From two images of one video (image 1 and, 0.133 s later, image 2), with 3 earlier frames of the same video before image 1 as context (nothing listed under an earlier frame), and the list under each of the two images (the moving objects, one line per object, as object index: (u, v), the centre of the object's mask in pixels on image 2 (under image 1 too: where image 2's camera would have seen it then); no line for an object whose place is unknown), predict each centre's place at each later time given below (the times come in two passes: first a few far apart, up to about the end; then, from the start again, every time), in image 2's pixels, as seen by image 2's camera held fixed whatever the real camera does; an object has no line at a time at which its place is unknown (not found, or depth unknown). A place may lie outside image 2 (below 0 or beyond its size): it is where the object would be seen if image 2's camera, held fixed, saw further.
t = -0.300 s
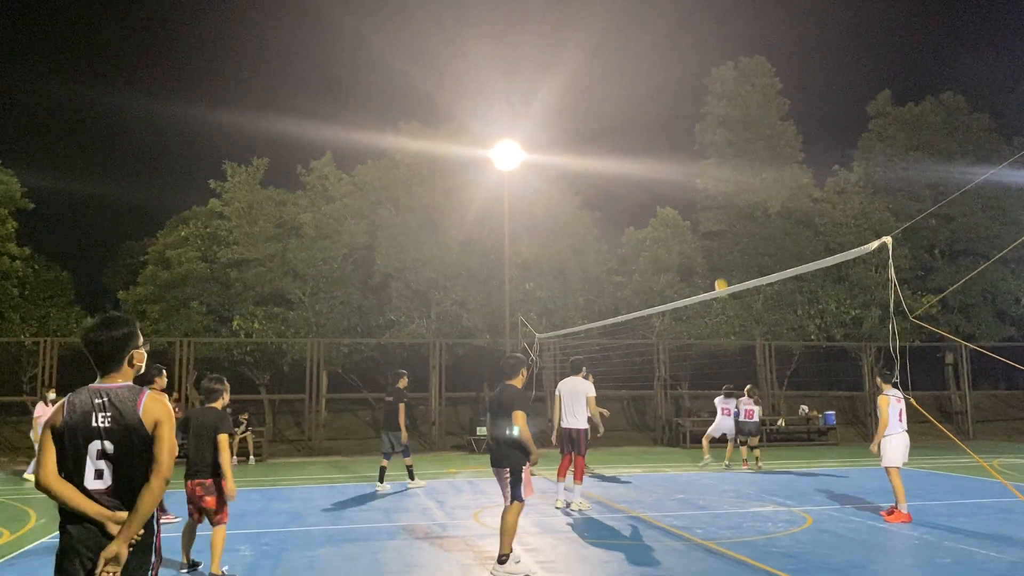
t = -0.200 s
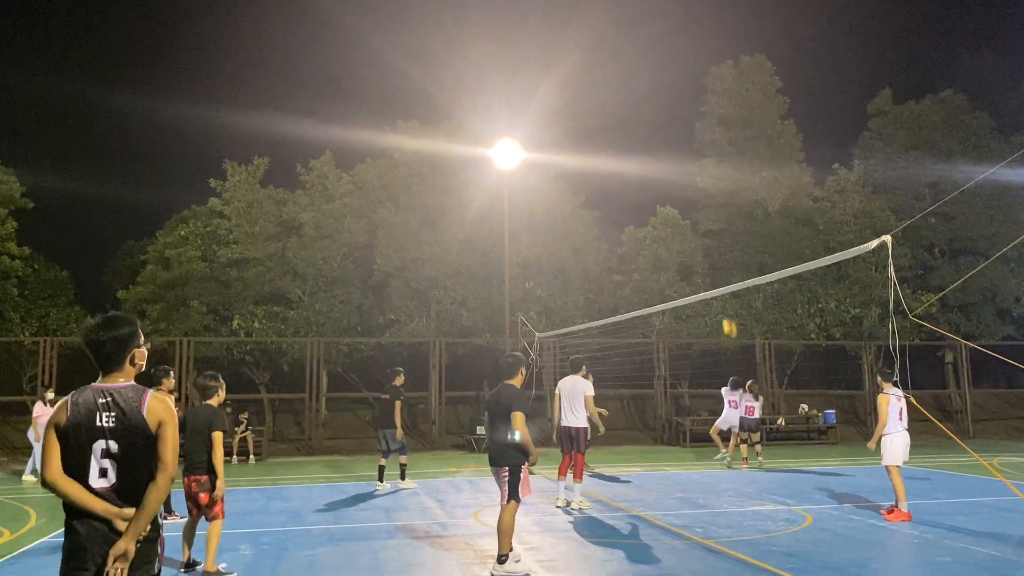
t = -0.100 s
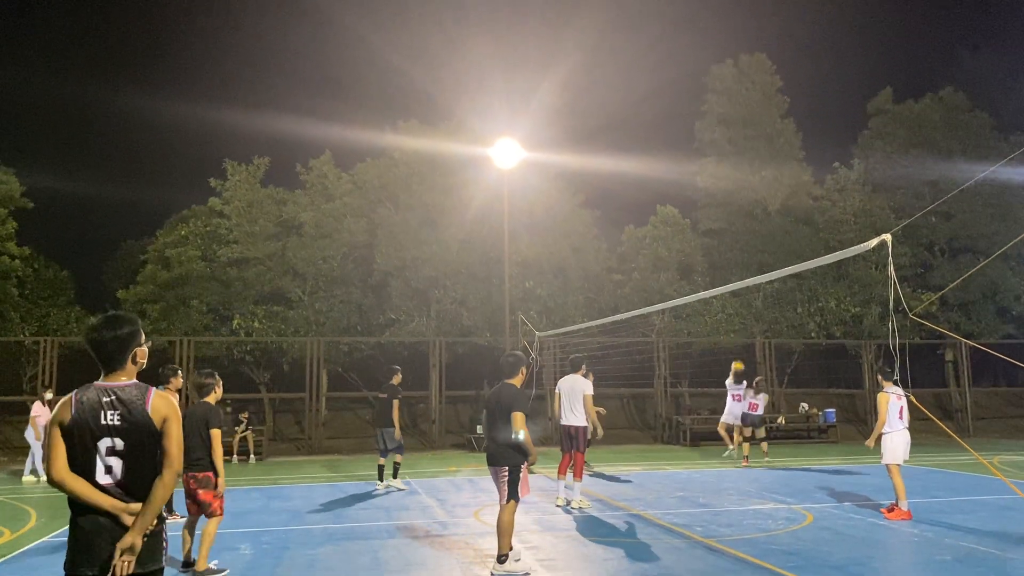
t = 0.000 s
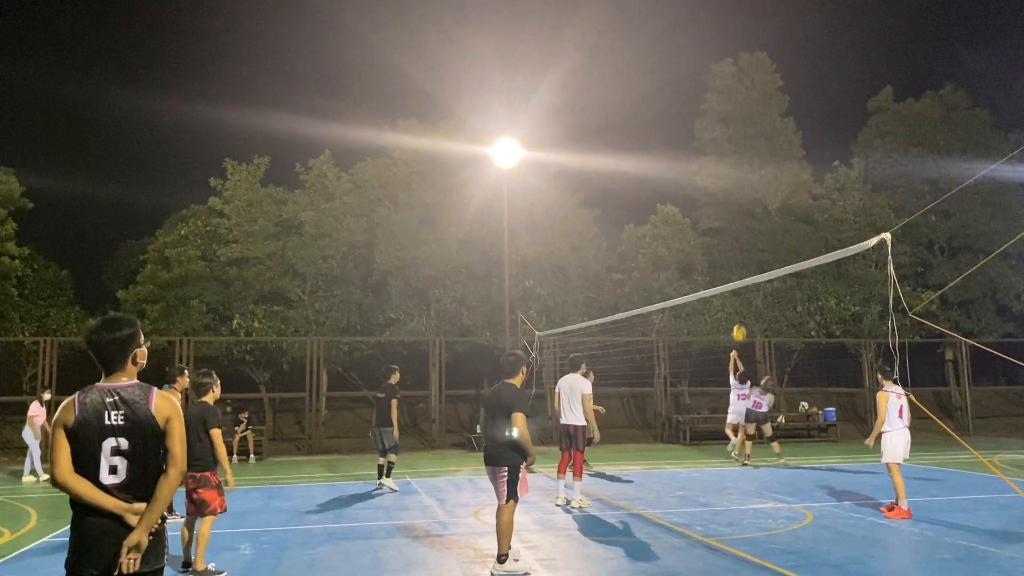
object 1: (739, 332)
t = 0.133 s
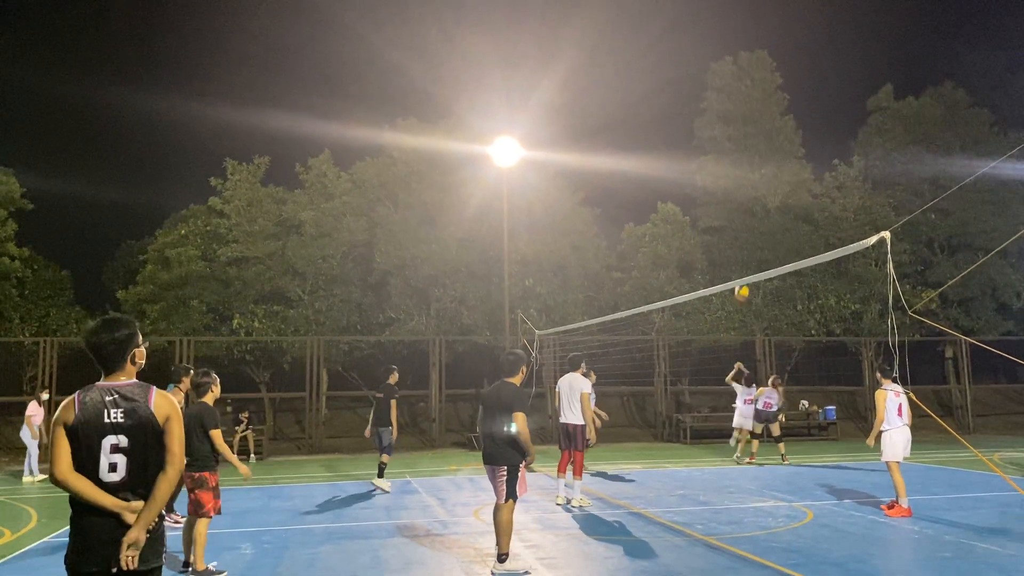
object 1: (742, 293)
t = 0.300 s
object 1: (746, 254)
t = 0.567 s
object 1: (756, 227)
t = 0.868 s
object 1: (773, 259)
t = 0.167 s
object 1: (745, 287)
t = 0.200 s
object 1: (743, 273)
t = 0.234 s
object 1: (744, 268)
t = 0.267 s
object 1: (745, 261)
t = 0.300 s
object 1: (746, 254)
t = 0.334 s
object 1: (747, 248)
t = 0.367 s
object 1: (748, 243)
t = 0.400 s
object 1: (749, 239)
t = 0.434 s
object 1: (750, 235)
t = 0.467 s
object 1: (752, 232)
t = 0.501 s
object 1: (753, 230)
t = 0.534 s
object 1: (754, 228)
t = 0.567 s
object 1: (756, 227)
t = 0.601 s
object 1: (758, 227)
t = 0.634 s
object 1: (759, 228)
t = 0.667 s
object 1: (761, 230)
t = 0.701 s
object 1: (763, 232)
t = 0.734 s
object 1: (765, 235)
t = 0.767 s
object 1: (767, 240)
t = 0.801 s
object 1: (768, 245)
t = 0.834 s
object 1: (771, 251)
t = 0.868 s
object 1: (773, 259)
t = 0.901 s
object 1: (774, 263)
